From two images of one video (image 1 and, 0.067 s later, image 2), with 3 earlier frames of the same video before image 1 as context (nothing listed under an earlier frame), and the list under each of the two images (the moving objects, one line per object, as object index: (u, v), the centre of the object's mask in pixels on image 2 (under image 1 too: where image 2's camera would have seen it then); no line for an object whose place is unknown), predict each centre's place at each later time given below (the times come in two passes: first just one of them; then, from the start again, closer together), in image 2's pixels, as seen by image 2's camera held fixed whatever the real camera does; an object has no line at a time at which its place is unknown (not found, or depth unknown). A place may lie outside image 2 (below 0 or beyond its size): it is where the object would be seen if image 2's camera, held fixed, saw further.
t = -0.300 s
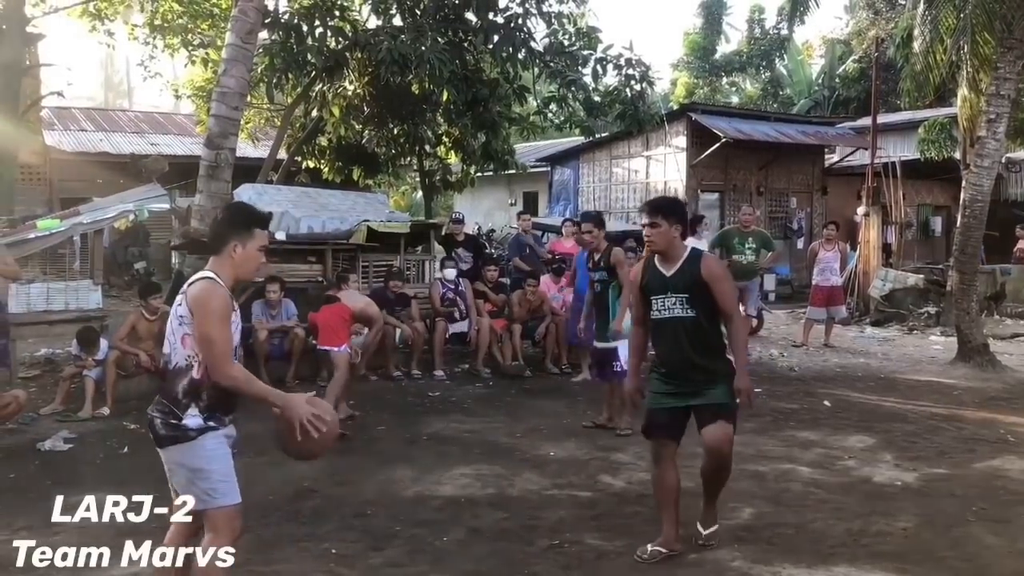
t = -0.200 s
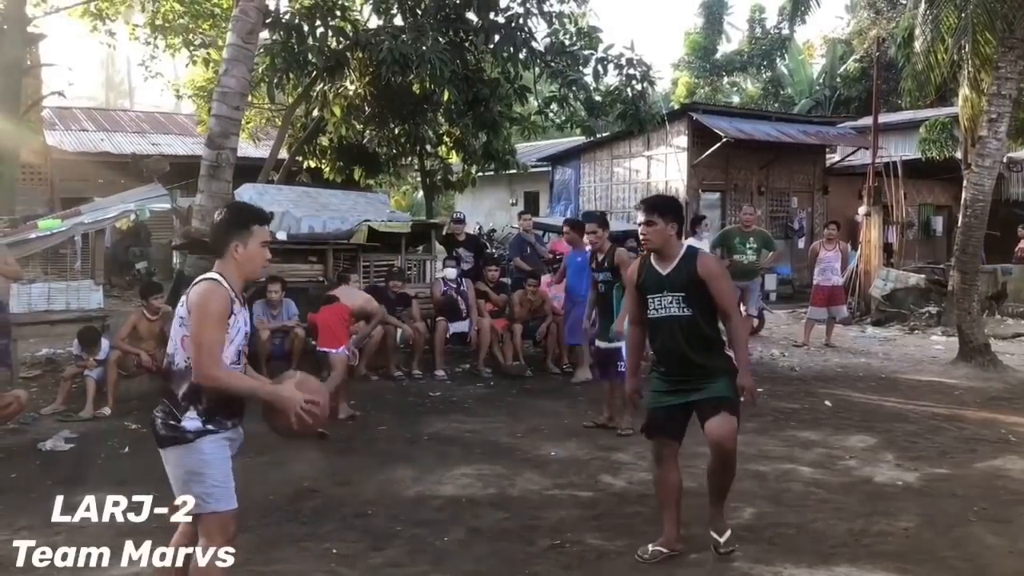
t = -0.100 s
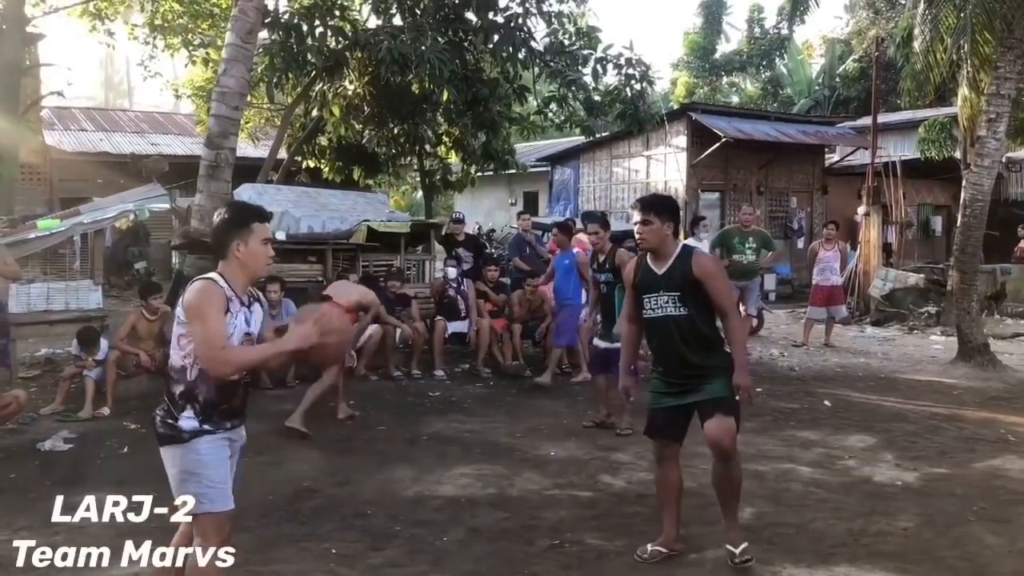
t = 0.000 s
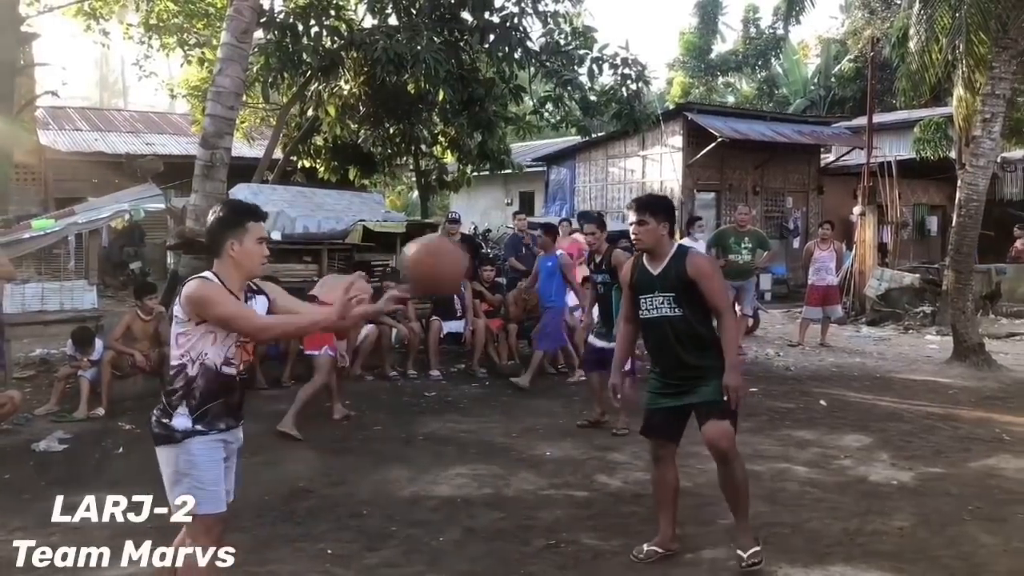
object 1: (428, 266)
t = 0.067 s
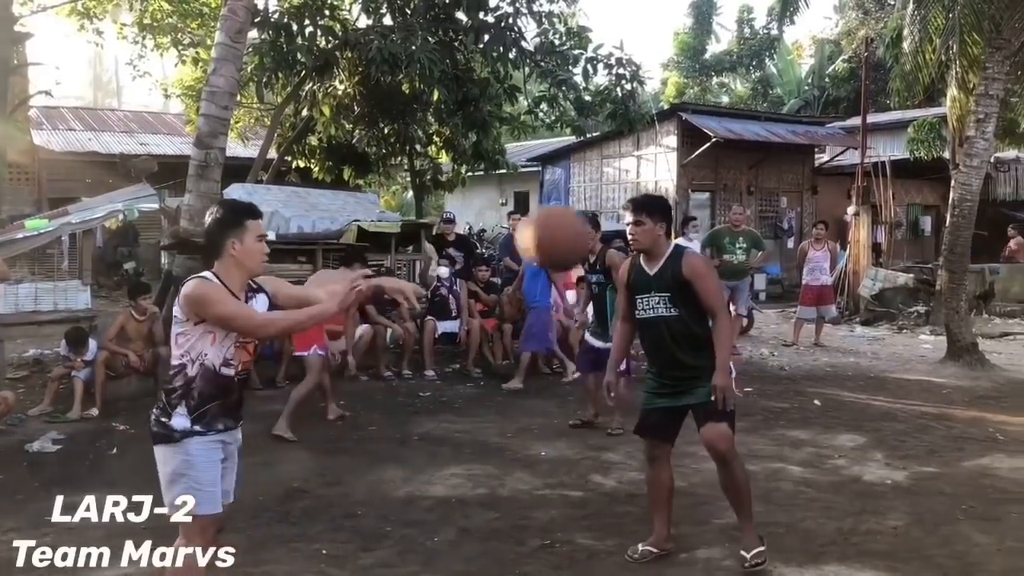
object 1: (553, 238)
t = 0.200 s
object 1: (825, 210)
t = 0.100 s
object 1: (621, 227)
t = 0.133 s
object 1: (691, 216)
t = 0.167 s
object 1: (757, 212)
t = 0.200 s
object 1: (825, 210)
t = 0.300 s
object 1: (1045, 228)
